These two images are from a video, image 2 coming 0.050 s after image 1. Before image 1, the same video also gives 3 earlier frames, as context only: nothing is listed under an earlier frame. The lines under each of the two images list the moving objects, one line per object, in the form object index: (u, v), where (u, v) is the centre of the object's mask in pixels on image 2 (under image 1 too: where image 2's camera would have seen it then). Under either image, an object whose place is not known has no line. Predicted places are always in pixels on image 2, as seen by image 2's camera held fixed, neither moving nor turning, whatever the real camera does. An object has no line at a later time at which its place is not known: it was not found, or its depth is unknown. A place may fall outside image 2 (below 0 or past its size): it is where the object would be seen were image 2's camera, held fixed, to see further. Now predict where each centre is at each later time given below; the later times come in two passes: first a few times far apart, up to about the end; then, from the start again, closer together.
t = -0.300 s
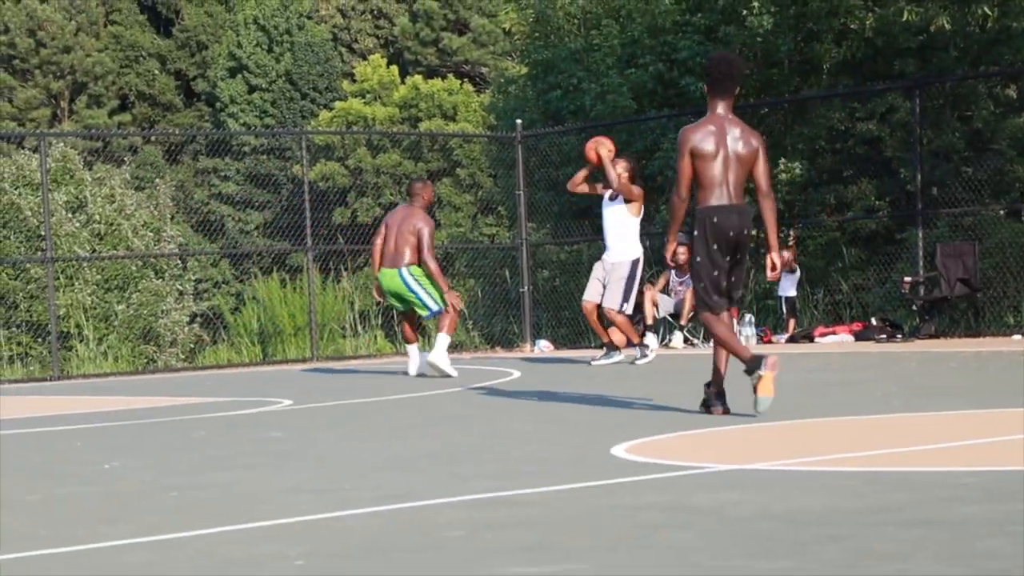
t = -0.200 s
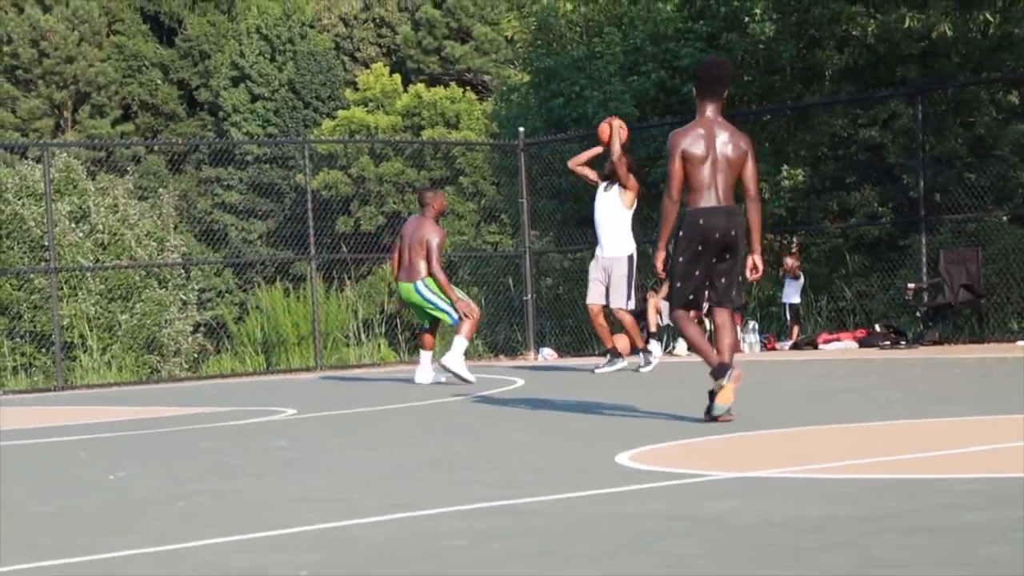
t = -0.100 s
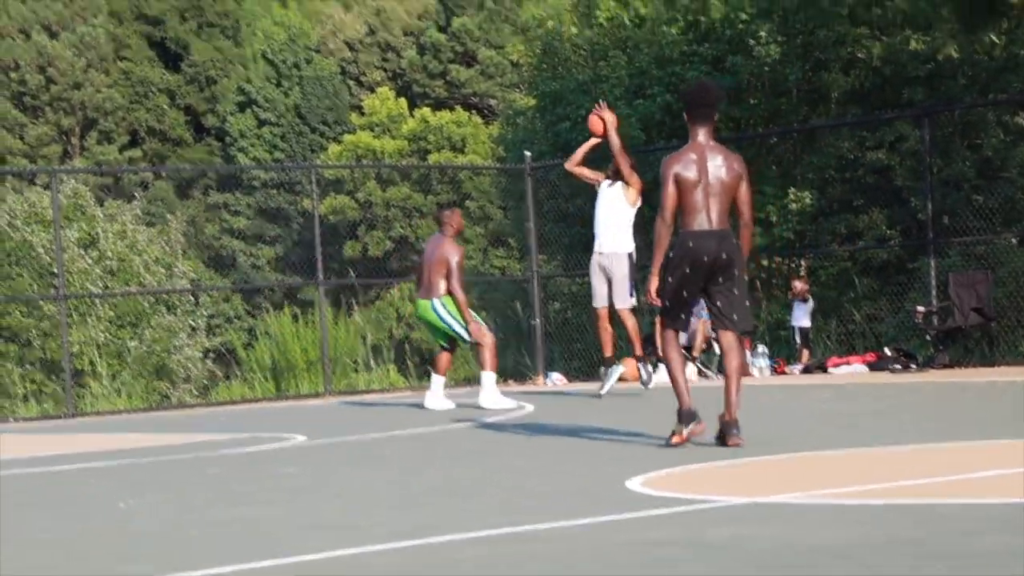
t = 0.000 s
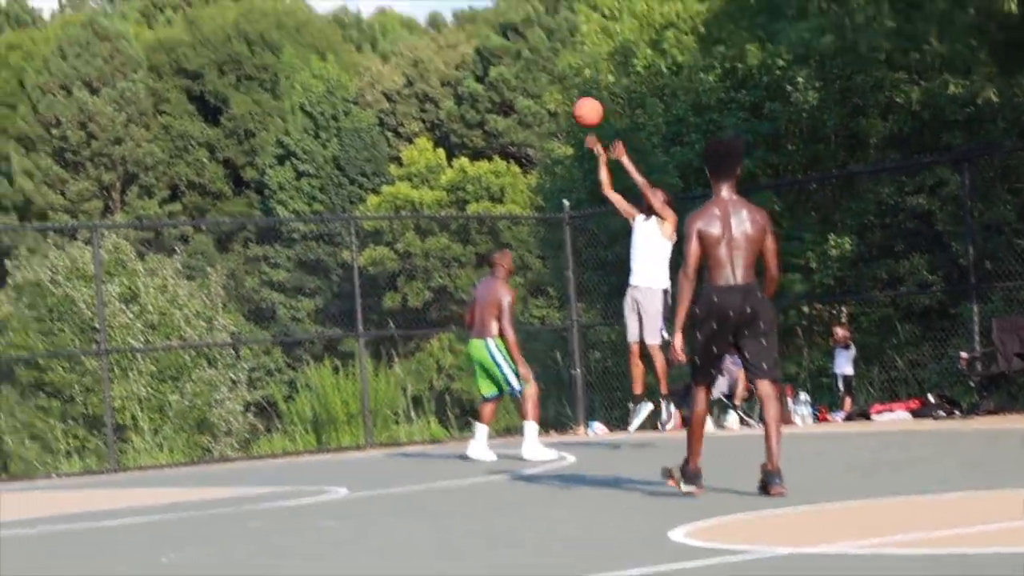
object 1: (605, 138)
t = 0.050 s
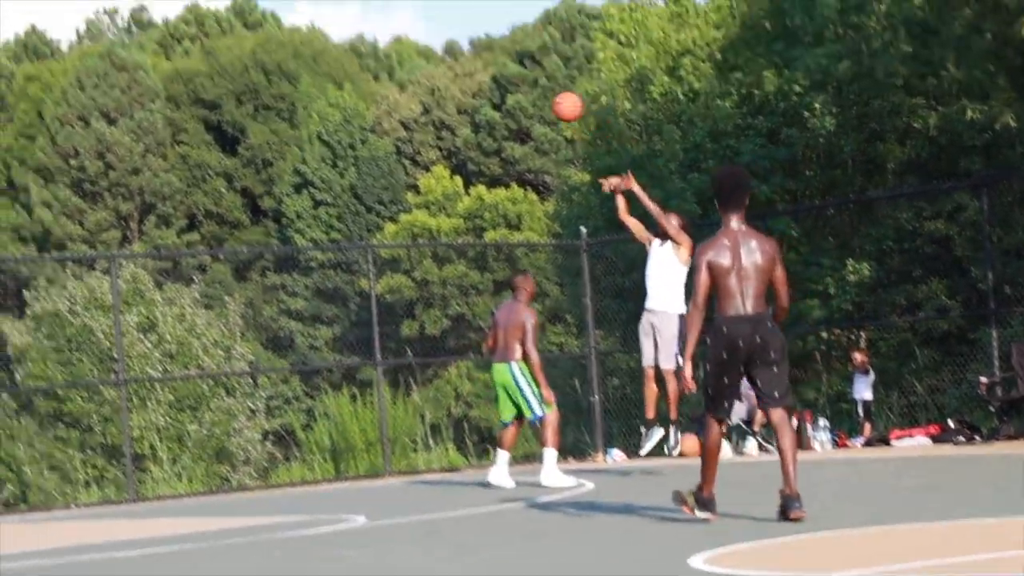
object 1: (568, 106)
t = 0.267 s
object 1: (409, 7)
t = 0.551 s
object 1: (210, -53)
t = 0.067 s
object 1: (555, 98)
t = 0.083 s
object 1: (540, 88)
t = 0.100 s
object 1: (527, 79)
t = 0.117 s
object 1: (514, 70)
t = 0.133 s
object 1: (500, 62)
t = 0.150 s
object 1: (489, 54)
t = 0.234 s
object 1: (432, 18)
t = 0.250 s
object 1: (421, 12)
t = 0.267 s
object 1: (409, 7)
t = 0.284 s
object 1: (399, 1)
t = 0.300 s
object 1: (388, -4)
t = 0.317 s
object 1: (377, -10)
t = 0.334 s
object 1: (365, -15)
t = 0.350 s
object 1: (352, -23)
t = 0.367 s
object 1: (341, -26)
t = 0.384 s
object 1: (329, -30)
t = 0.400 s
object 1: (317, -33)
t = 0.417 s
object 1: (302, -36)
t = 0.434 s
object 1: (289, -38)
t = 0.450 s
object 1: (277, -41)
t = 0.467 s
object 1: (266, -44)
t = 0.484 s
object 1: (255, -47)
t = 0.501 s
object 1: (244, -50)
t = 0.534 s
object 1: (222, -52)
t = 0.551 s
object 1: (210, -53)
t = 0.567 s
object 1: (198, -52)
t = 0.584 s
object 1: (186, -51)
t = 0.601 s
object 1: (175, -49)
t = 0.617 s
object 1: (163, -50)
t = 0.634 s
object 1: (147, -47)
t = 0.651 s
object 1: (136, -45)
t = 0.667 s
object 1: (124, -43)
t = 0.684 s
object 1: (112, -41)
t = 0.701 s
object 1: (100, -38)
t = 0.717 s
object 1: (89, -36)
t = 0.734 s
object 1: (78, -33)
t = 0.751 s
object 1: (67, -29)
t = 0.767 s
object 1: (55, -26)
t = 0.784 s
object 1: (42, -22)
